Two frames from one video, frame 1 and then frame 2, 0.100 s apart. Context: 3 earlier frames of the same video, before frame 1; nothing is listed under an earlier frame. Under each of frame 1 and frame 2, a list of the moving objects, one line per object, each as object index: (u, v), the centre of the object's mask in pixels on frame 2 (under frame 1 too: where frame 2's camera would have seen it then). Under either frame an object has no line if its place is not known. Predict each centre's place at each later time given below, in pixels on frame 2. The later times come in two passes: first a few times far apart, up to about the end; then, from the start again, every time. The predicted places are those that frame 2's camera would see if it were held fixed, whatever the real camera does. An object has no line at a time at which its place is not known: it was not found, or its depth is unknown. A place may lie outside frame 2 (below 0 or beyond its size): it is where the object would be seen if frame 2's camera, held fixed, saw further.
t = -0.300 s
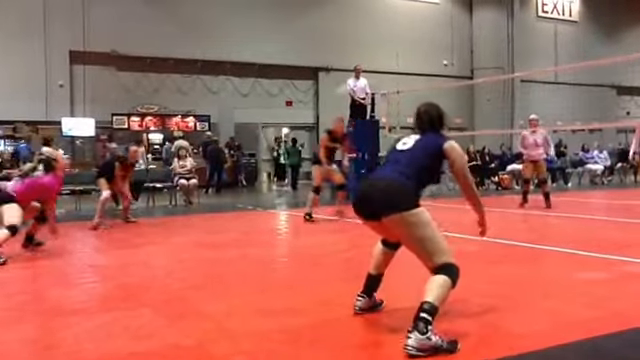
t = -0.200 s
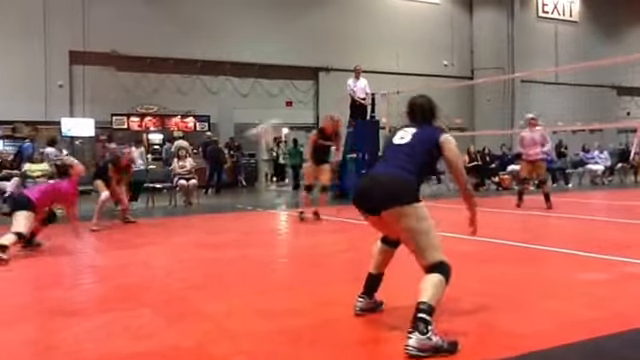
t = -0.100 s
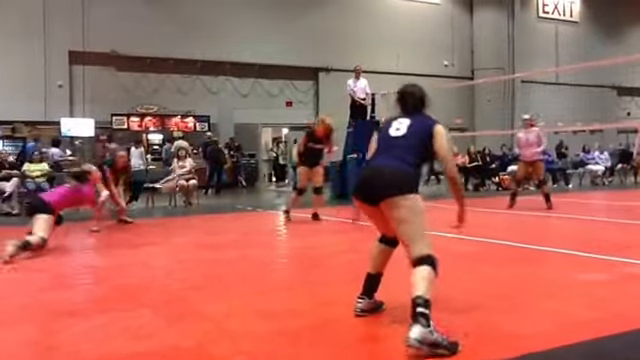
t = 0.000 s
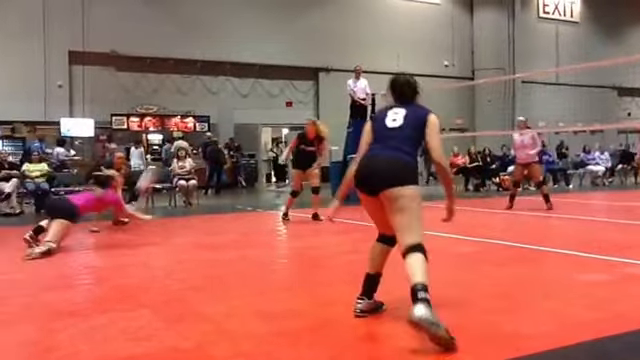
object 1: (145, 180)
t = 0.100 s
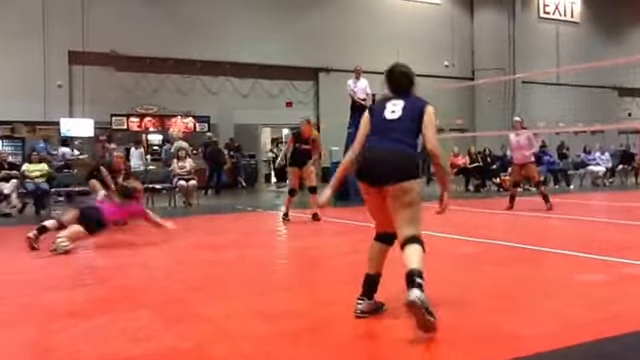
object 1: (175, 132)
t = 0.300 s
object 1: (240, 55)
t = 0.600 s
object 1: (313, 11)
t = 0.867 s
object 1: (368, 23)
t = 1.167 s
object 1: (424, 81)
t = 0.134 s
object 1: (188, 111)
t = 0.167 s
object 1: (198, 100)
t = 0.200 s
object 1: (210, 87)
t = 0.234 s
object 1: (219, 76)
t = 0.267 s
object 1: (230, 66)
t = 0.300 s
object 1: (240, 55)
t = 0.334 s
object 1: (247, 48)
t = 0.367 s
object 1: (256, 40)
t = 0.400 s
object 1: (264, 34)
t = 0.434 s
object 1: (275, 27)
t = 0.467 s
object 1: (282, 22)
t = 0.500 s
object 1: (288, 19)
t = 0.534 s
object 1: (296, 15)
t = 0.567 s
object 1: (306, 13)
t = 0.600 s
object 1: (313, 11)
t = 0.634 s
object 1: (320, 10)
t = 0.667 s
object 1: (327, 10)
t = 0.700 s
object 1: (335, 11)
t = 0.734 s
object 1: (341, 11)
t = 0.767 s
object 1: (349, 14)
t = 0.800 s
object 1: (355, 16)
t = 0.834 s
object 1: (361, 19)
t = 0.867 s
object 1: (368, 23)
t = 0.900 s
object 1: (375, 27)
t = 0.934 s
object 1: (382, 35)
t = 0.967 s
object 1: (387, 40)
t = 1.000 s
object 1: (393, 46)
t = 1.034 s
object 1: (399, 53)
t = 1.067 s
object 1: (407, 60)
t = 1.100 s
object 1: (413, 67)
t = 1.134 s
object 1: (419, 76)
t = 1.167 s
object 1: (424, 81)
